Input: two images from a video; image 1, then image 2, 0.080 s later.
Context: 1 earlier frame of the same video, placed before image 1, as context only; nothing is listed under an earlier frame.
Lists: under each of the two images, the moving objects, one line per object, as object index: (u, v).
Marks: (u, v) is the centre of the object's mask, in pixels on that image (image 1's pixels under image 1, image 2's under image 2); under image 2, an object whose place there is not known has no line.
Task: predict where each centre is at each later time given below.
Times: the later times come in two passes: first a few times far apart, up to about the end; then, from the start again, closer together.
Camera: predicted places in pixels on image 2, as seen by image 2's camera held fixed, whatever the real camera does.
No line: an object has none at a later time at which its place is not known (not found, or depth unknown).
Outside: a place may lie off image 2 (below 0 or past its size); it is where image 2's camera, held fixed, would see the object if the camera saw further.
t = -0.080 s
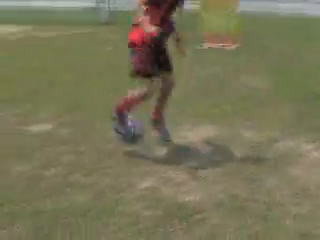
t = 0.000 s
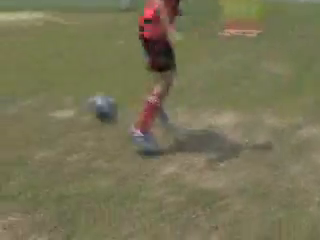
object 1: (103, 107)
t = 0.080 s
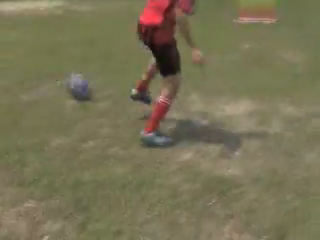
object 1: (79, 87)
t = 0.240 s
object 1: (20, 79)
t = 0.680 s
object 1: (-91, 56)
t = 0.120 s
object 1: (64, 83)
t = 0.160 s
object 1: (50, 82)
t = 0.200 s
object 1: (33, 81)
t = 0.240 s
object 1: (20, 79)
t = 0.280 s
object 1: (8, 76)
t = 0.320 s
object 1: (-4, 71)
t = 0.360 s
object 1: (-16, 68)
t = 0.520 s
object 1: (-57, 62)
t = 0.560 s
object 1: (-65, 59)
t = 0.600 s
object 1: (-73, 60)
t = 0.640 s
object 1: (-82, 58)
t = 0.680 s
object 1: (-91, 56)
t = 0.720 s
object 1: (-101, 54)
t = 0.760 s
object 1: (-107, 53)
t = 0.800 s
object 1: (-114, 52)
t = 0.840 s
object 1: (-123, 53)
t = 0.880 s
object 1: (-129, 48)
